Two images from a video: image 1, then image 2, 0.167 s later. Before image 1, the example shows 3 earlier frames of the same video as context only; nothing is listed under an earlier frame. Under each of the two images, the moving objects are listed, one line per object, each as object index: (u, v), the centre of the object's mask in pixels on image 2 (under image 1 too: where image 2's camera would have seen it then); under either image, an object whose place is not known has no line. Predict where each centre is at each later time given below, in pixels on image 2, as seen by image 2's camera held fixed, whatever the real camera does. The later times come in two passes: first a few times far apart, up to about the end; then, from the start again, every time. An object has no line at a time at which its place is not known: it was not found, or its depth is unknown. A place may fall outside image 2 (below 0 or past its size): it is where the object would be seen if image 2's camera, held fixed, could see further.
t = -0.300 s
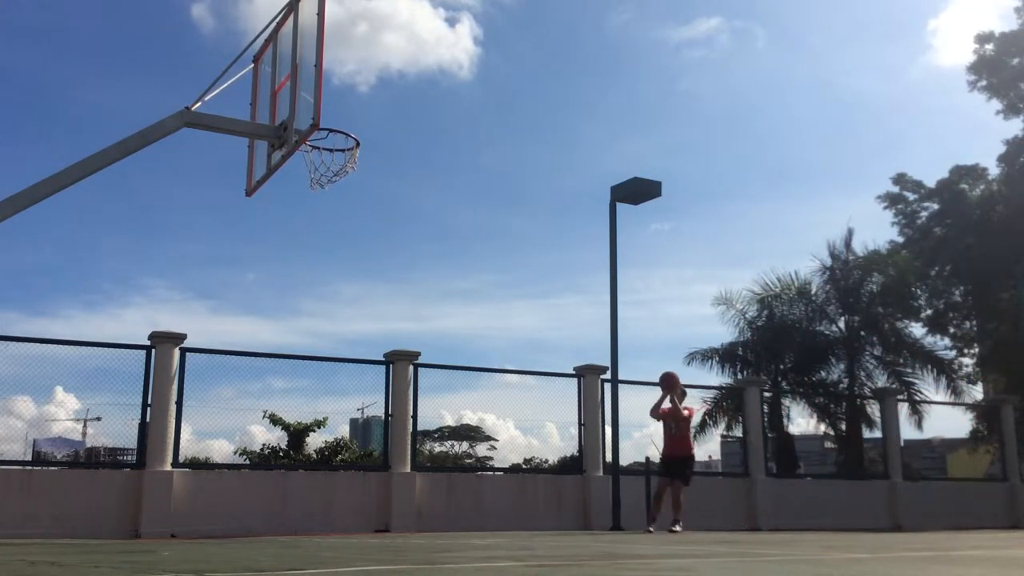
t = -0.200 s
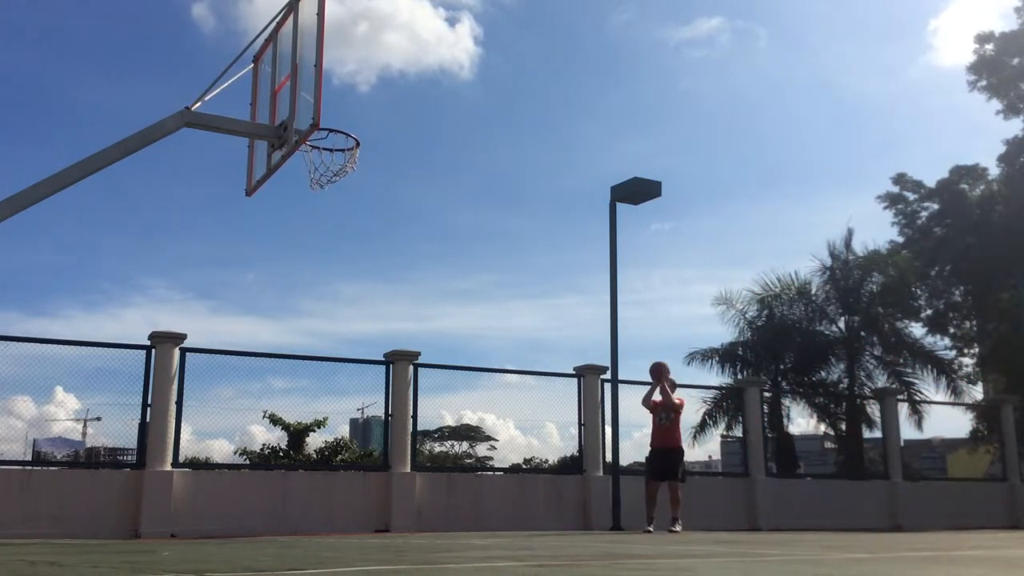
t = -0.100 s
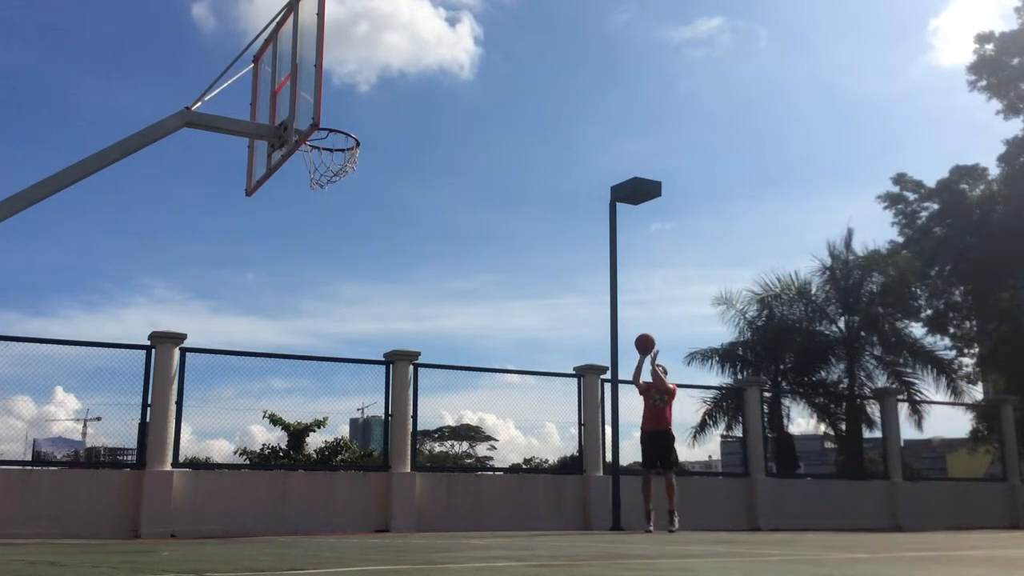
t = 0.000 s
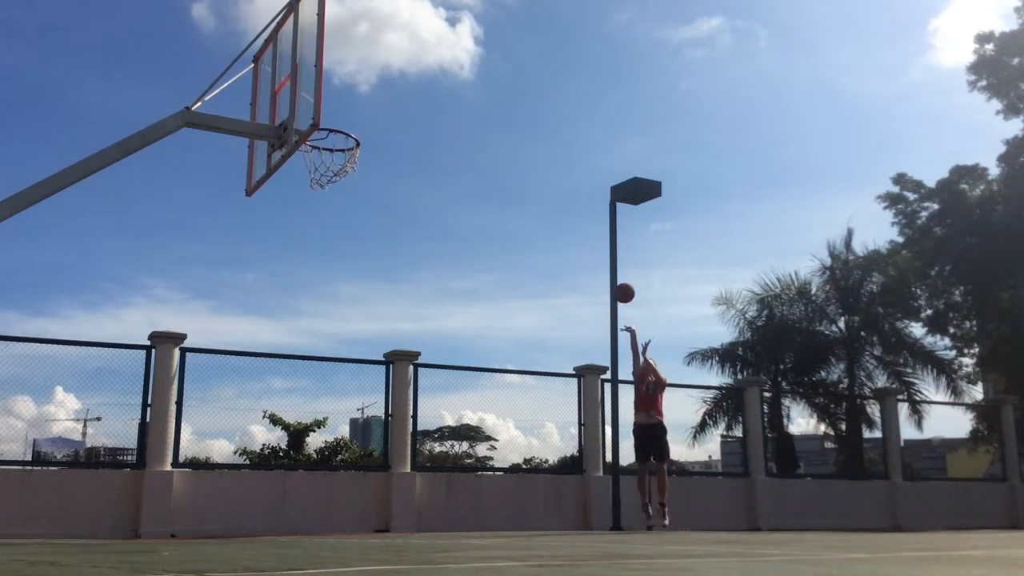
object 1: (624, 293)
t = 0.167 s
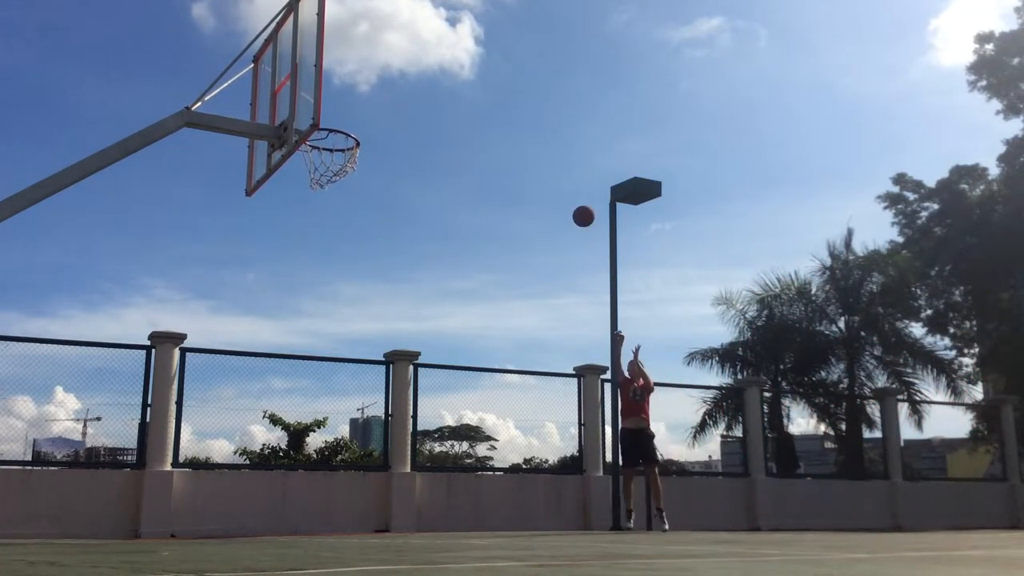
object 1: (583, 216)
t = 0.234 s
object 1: (566, 190)
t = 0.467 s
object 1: (499, 121)
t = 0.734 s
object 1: (408, 93)
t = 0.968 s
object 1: (325, 125)
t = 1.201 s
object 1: (437, 93)
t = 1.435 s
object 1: (539, 120)
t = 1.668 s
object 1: (634, 200)
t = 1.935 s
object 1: (734, 353)
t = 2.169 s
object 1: (814, 512)
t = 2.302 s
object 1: (830, 434)
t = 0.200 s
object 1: (575, 203)
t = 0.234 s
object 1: (566, 190)
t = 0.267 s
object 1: (557, 178)
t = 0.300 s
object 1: (548, 167)
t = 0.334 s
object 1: (538, 156)
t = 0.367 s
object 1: (529, 146)
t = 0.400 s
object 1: (519, 136)
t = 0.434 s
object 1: (509, 128)
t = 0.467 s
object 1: (499, 121)
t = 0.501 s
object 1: (489, 114)
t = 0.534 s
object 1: (479, 108)
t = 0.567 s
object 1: (468, 103)
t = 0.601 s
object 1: (456, 99)
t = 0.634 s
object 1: (445, 96)
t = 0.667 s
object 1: (433, 94)
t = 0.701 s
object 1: (421, 93)
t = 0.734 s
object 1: (408, 93)
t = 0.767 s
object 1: (395, 94)
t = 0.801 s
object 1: (381, 97)
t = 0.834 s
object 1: (367, 101)
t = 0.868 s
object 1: (352, 106)
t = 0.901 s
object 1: (337, 113)
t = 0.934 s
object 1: (326, 122)
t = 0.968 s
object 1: (325, 125)
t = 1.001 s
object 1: (337, 115)
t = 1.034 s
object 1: (354, 108)
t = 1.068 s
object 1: (371, 102)
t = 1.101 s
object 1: (388, 98)
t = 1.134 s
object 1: (405, 95)
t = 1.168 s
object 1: (421, 93)
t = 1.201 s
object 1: (437, 93)
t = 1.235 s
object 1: (452, 93)
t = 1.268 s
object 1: (467, 95)
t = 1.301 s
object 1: (482, 98)
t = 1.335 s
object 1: (497, 102)
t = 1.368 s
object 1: (511, 107)
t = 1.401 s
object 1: (525, 113)
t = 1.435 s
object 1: (539, 120)
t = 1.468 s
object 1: (553, 128)
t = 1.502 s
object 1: (567, 137)
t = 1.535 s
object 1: (580, 148)
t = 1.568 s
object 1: (593, 159)
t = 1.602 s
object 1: (607, 172)
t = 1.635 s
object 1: (619, 183)
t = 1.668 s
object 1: (634, 200)
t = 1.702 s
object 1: (646, 215)
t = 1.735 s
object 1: (659, 232)
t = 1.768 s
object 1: (671, 249)
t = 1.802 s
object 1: (684, 268)
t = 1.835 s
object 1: (696, 288)
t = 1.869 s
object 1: (709, 308)
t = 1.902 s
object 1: (721, 330)
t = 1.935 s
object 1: (734, 353)
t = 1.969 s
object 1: (746, 375)
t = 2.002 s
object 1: (758, 401)
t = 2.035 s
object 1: (770, 428)
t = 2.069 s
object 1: (783, 457)
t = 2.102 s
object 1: (795, 485)
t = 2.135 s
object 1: (806, 514)
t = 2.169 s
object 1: (814, 512)
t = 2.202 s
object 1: (818, 490)
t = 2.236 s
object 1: (822, 470)
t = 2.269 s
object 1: (828, 452)
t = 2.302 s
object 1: (830, 434)
